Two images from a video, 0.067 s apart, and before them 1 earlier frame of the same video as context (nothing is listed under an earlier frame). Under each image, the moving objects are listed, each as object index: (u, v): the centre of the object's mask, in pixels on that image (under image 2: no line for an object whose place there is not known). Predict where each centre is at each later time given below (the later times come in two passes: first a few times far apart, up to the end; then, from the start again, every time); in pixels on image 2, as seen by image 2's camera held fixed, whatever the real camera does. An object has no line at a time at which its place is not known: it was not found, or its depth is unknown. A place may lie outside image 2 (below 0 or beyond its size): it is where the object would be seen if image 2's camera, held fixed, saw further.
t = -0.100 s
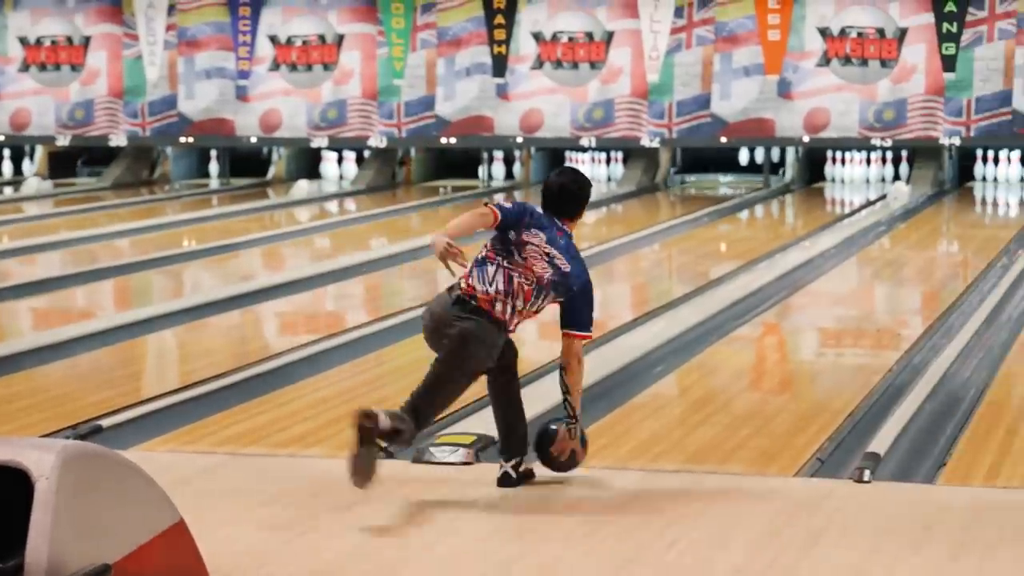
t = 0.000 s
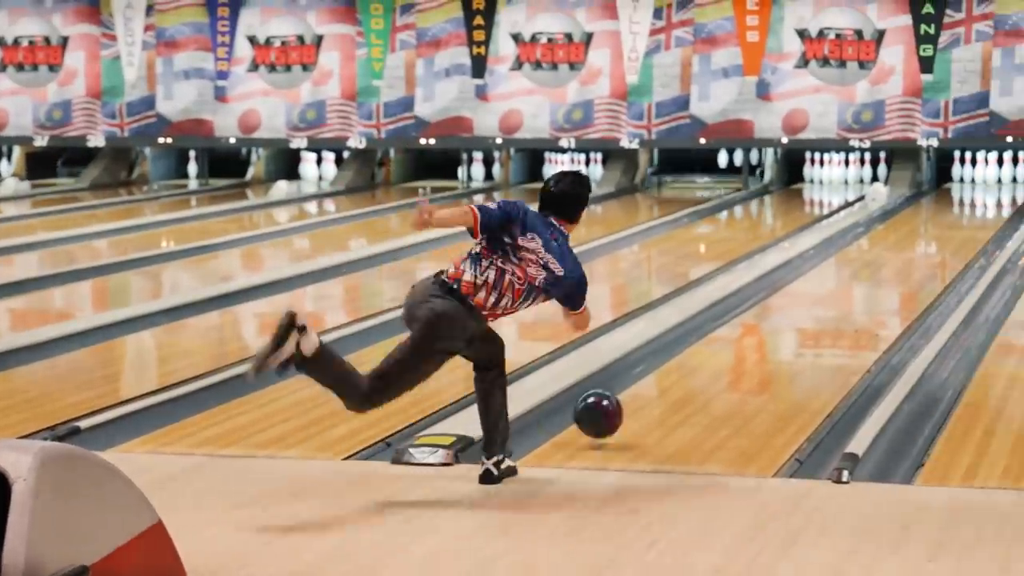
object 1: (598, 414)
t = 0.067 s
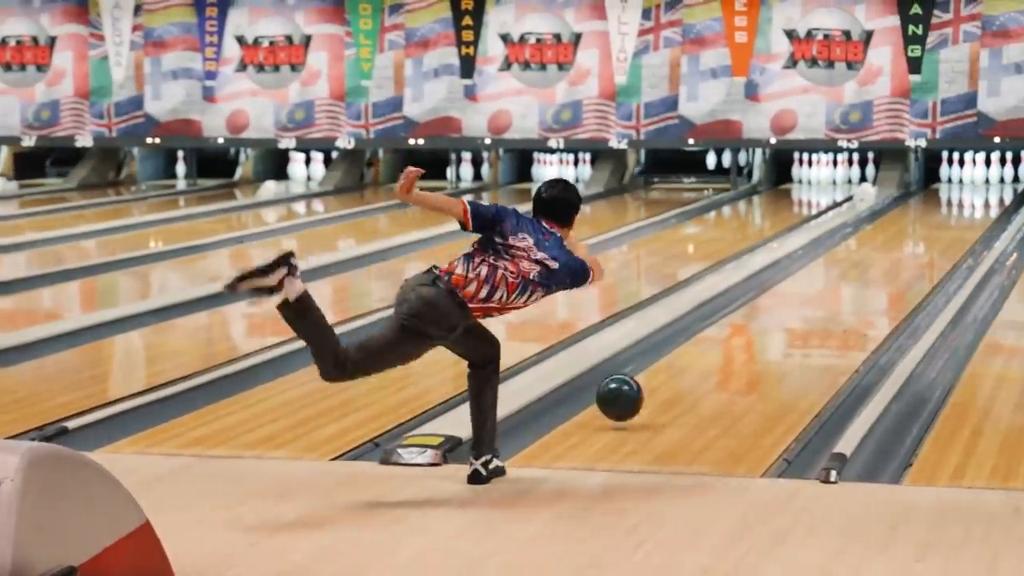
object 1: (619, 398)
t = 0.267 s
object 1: (701, 359)
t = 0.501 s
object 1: (774, 317)
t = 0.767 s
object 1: (836, 284)
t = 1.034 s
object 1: (884, 257)
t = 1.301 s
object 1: (920, 235)
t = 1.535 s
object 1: (946, 219)
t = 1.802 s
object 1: (969, 205)
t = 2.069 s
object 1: (985, 192)
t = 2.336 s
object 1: (991, 182)
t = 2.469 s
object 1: (990, 178)
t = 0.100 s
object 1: (635, 394)
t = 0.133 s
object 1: (649, 388)
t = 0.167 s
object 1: (663, 381)
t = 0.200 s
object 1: (676, 373)
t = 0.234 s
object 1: (689, 366)
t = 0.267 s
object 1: (701, 359)
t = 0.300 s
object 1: (713, 352)
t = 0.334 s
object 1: (724, 346)
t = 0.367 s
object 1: (735, 339)
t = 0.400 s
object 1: (745, 334)
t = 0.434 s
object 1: (755, 328)
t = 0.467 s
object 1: (764, 322)
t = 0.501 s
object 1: (774, 317)
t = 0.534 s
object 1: (783, 312)
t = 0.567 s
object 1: (791, 308)
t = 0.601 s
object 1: (799, 304)
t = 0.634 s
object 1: (807, 299)
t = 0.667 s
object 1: (815, 296)
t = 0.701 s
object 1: (822, 292)
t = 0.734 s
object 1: (829, 288)
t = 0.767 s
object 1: (836, 284)
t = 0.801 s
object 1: (843, 280)
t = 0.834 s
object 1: (849, 277)
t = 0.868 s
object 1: (855, 273)
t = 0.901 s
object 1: (861, 270)
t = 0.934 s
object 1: (867, 266)
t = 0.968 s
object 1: (873, 263)
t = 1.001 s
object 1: (878, 260)
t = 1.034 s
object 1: (884, 257)
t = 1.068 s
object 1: (889, 254)
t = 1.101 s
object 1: (894, 251)
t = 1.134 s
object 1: (898, 248)
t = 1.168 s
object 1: (903, 245)
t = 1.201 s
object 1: (908, 243)
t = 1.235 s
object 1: (912, 240)
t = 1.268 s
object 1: (917, 237)
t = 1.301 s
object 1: (920, 235)
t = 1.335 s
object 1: (925, 233)
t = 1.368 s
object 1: (929, 231)
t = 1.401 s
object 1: (932, 228)
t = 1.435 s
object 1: (936, 226)
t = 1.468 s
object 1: (939, 223)
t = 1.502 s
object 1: (943, 221)
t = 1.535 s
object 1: (946, 219)
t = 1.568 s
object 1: (949, 217)
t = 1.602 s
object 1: (952, 215)
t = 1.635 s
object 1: (955, 213)
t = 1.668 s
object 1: (958, 211)
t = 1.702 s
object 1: (961, 209)
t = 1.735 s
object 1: (963, 208)
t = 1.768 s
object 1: (966, 206)
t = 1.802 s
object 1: (969, 205)
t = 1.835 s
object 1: (971, 202)
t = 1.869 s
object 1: (973, 201)
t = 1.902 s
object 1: (976, 199)
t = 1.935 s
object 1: (978, 197)
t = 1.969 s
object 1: (980, 196)
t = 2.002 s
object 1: (982, 195)
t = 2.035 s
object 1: (984, 193)
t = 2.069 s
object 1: (985, 192)
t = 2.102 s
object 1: (986, 191)
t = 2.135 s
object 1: (988, 189)
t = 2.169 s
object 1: (989, 188)
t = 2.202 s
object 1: (989, 187)
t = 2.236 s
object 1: (990, 185)
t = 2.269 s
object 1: (991, 184)
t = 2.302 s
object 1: (991, 183)
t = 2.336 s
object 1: (991, 182)
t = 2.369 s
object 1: (991, 181)
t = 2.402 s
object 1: (991, 179)
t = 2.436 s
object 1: (990, 178)
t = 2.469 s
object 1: (990, 178)
